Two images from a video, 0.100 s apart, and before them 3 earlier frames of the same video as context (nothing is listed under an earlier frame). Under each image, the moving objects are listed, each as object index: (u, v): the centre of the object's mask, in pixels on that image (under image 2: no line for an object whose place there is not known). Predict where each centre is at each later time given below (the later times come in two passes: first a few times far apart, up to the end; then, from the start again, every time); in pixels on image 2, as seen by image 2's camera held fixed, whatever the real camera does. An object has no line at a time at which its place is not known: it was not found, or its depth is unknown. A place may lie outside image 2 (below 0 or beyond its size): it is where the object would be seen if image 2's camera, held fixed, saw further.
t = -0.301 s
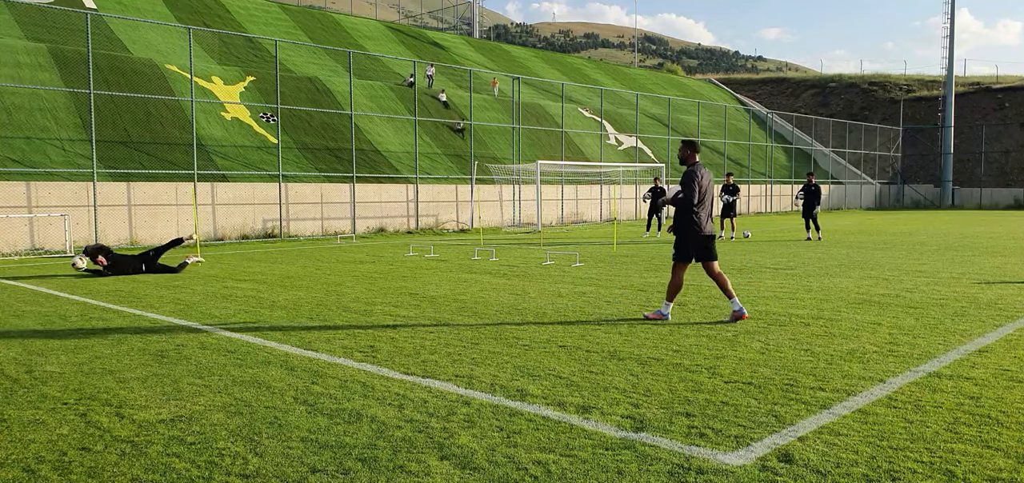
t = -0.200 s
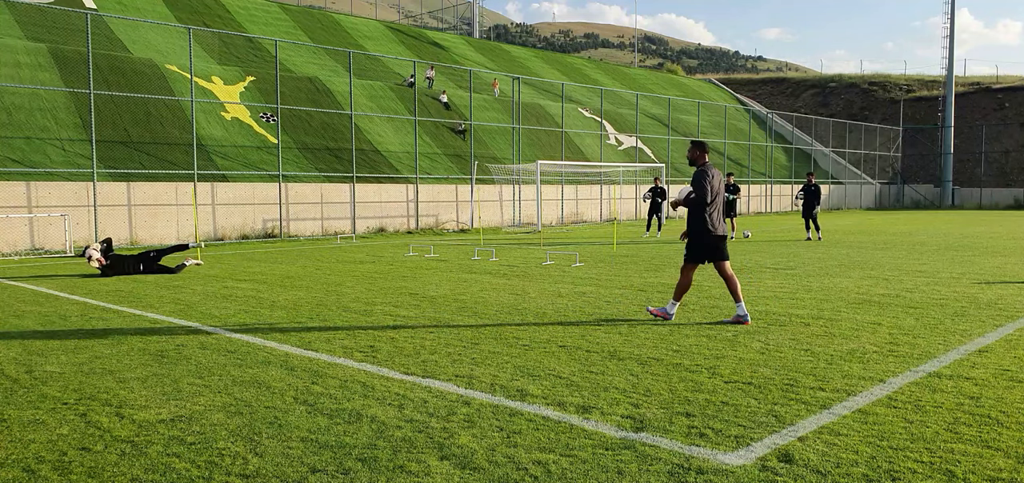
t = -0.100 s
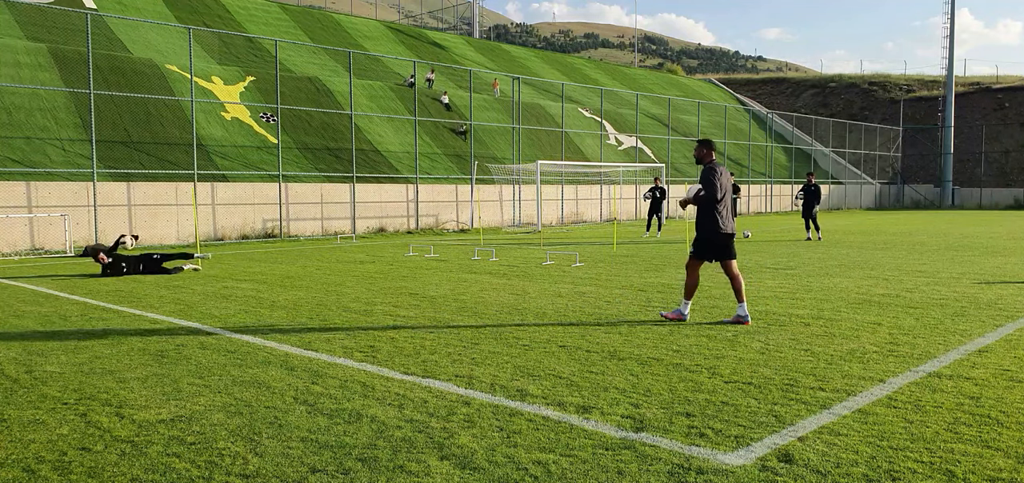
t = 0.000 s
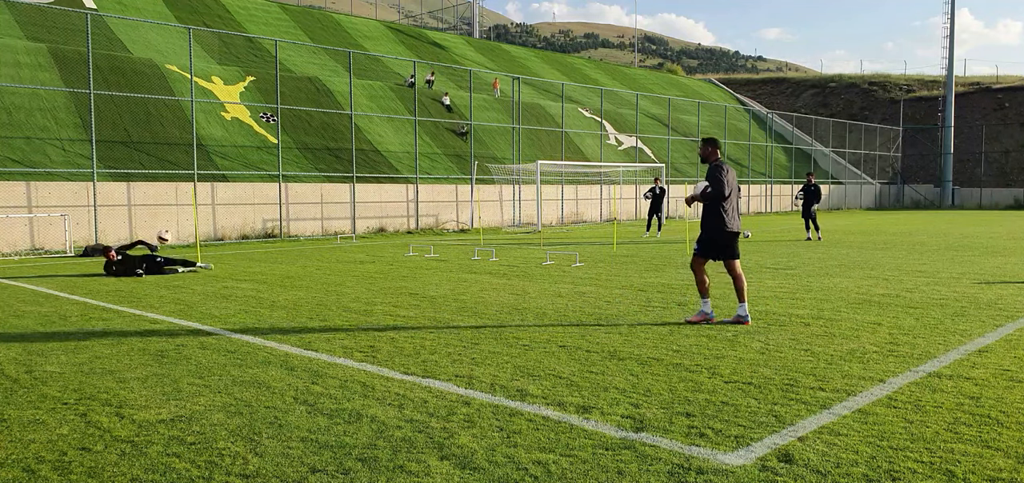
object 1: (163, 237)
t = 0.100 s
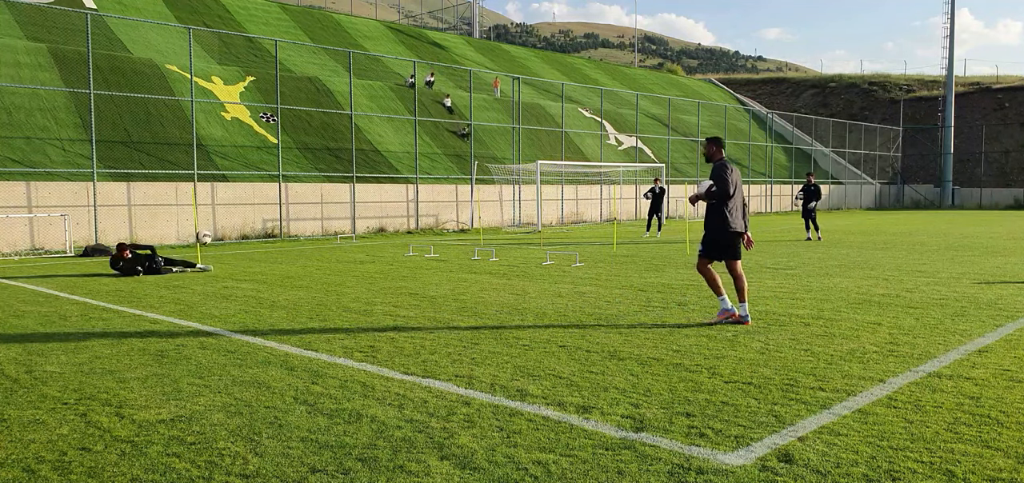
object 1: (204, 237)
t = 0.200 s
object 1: (245, 245)
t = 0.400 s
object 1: (339, 283)
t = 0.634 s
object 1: (407, 276)
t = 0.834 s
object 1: (462, 292)
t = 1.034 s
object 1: (525, 294)
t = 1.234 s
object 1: (596, 310)
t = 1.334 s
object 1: (634, 311)
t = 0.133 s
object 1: (217, 239)
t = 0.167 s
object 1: (231, 241)
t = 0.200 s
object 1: (245, 245)
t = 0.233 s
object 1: (260, 249)
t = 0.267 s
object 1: (275, 254)
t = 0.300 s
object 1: (291, 260)
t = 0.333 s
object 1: (307, 267)
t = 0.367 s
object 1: (323, 275)
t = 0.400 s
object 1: (339, 283)
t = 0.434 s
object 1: (355, 291)
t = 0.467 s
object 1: (364, 288)
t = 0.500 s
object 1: (372, 284)
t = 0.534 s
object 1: (381, 281)
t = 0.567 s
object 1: (390, 278)
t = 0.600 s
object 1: (398, 277)
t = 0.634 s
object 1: (407, 276)
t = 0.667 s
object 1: (416, 277)
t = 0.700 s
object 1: (425, 278)
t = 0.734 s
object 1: (434, 280)
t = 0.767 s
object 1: (443, 283)
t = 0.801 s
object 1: (453, 287)
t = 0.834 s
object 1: (462, 292)
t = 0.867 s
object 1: (471, 299)
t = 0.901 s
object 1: (482, 299)
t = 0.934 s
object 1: (492, 297)
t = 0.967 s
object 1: (503, 294)
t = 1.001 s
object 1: (513, 294)
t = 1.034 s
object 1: (525, 294)
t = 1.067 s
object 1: (536, 295)
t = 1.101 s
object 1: (548, 297)
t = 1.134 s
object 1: (559, 301)
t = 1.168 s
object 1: (571, 305)
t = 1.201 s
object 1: (583, 310)
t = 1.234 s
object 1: (596, 310)
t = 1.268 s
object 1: (608, 309)
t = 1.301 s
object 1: (621, 309)
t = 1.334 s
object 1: (634, 311)
